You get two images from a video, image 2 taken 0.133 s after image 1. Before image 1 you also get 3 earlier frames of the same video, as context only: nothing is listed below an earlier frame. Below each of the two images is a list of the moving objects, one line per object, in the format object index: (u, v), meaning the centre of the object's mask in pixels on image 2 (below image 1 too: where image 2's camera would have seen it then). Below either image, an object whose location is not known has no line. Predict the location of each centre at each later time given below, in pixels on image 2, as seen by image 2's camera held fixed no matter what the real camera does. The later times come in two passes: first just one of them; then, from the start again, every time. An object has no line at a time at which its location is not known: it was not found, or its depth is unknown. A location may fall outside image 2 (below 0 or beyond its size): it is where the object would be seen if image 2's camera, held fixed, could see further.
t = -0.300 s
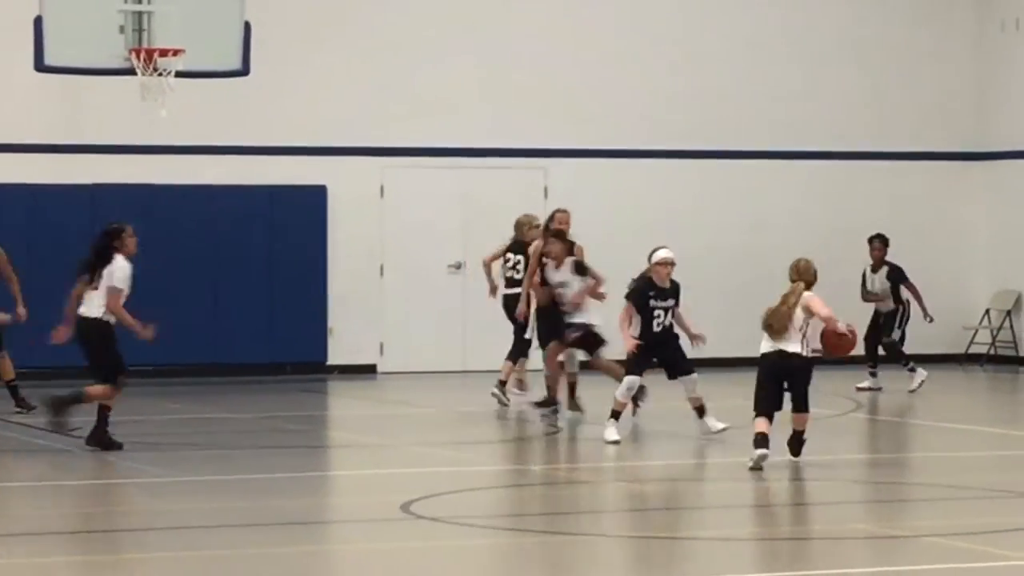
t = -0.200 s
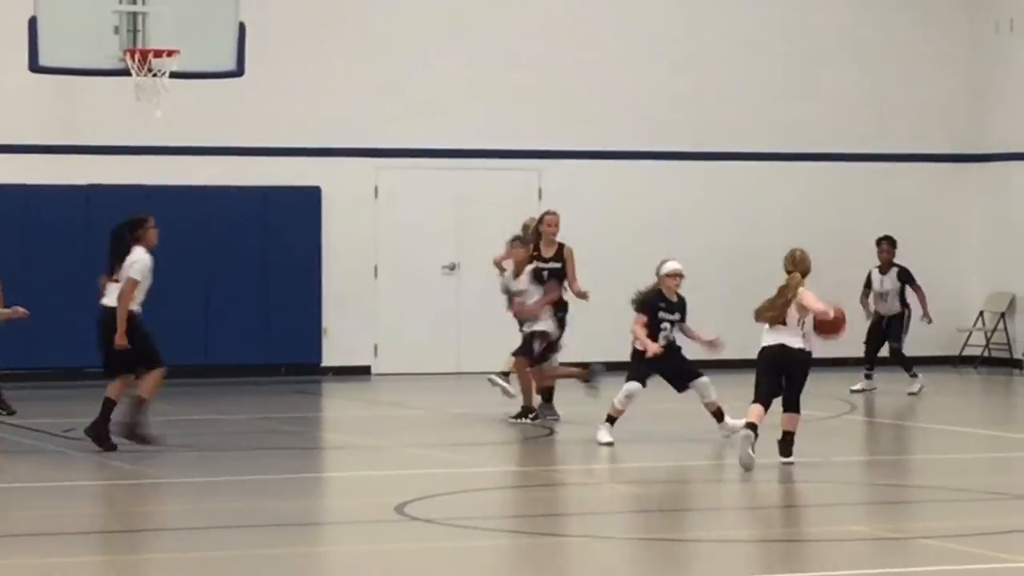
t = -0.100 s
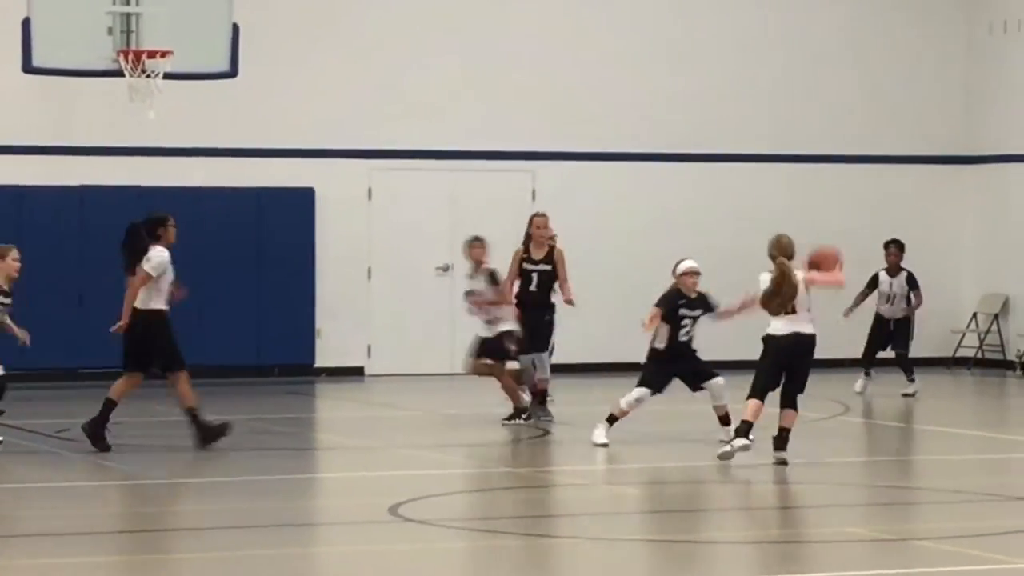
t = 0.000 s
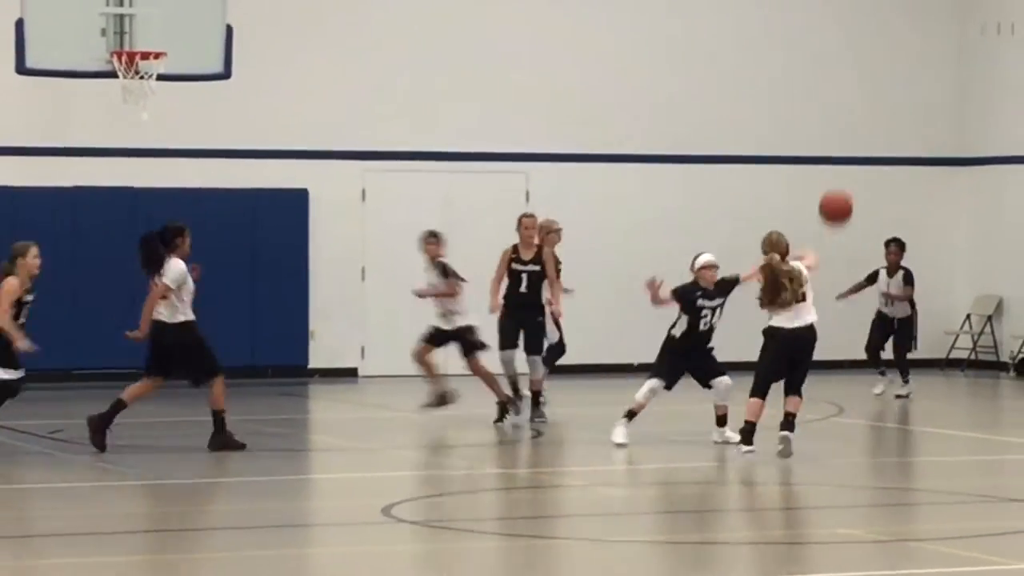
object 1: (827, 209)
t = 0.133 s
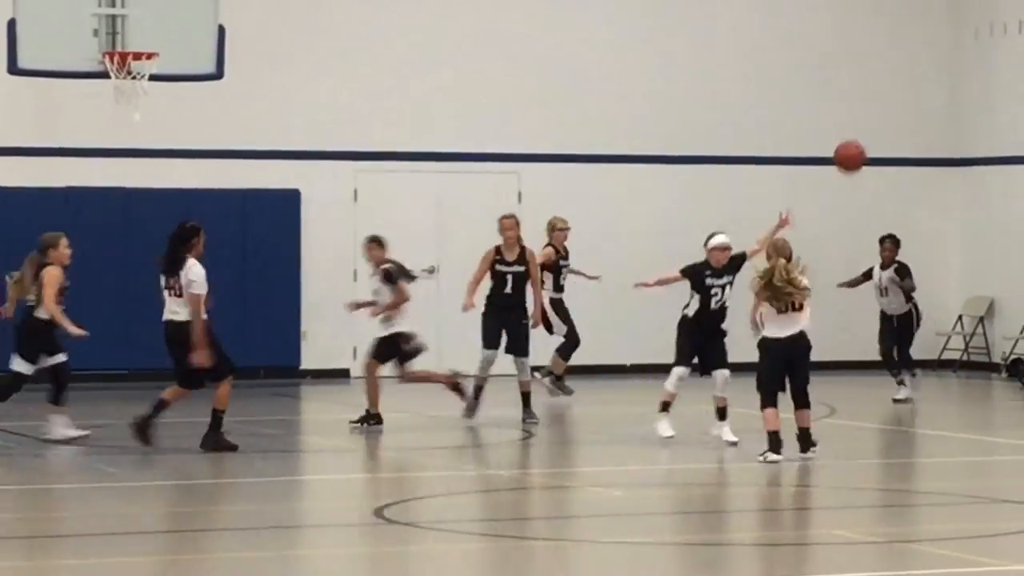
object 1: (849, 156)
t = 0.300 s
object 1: (872, 132)
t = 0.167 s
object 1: (855, 148)
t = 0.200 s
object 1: (859, 142)
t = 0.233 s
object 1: (864, 137)
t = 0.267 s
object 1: (868, 134)
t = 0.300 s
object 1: (872, 132)
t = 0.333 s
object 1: (877, 132)
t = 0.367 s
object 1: (880, 133)
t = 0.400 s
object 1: (883, 135)
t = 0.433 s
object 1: (887, 139)
